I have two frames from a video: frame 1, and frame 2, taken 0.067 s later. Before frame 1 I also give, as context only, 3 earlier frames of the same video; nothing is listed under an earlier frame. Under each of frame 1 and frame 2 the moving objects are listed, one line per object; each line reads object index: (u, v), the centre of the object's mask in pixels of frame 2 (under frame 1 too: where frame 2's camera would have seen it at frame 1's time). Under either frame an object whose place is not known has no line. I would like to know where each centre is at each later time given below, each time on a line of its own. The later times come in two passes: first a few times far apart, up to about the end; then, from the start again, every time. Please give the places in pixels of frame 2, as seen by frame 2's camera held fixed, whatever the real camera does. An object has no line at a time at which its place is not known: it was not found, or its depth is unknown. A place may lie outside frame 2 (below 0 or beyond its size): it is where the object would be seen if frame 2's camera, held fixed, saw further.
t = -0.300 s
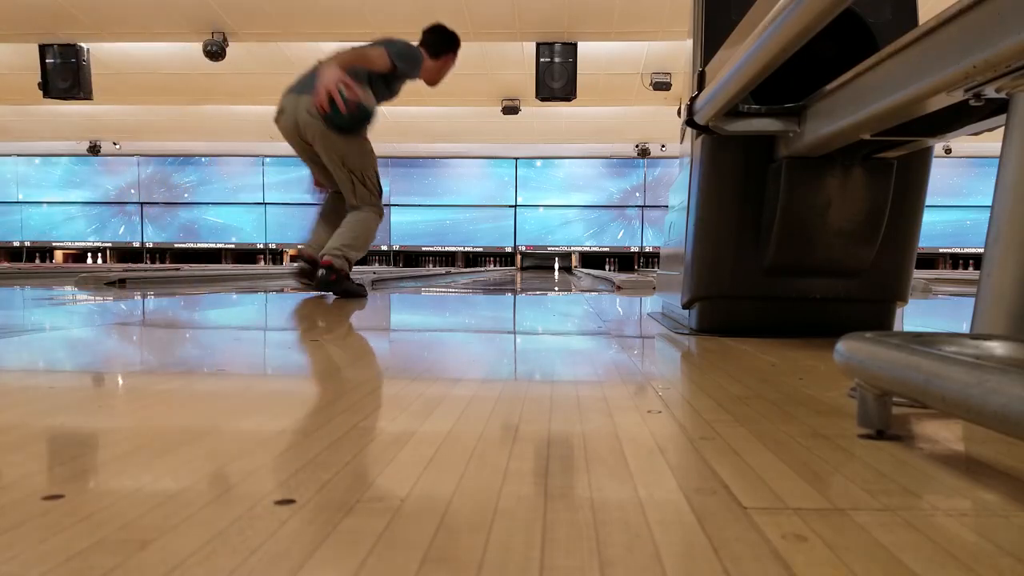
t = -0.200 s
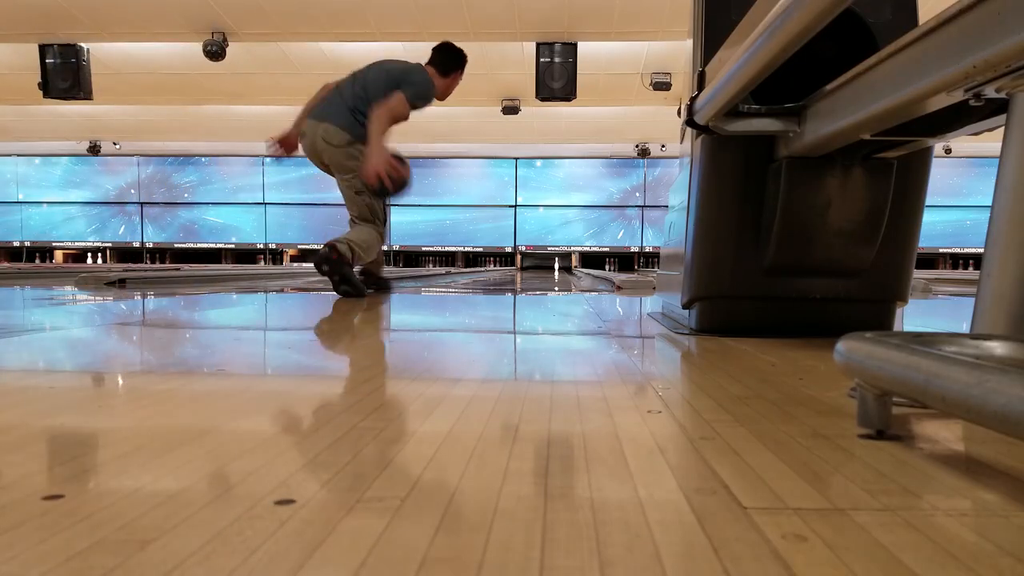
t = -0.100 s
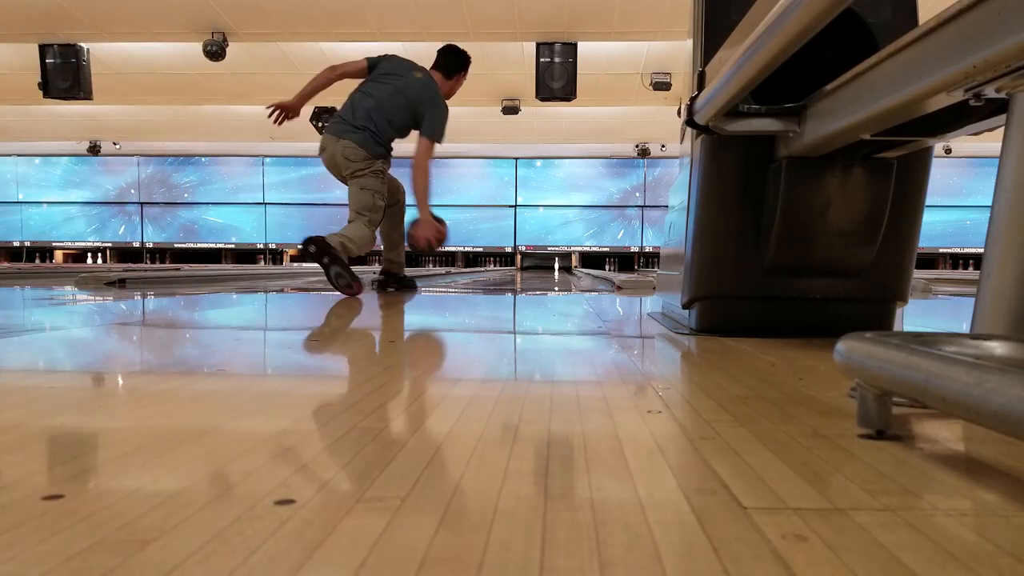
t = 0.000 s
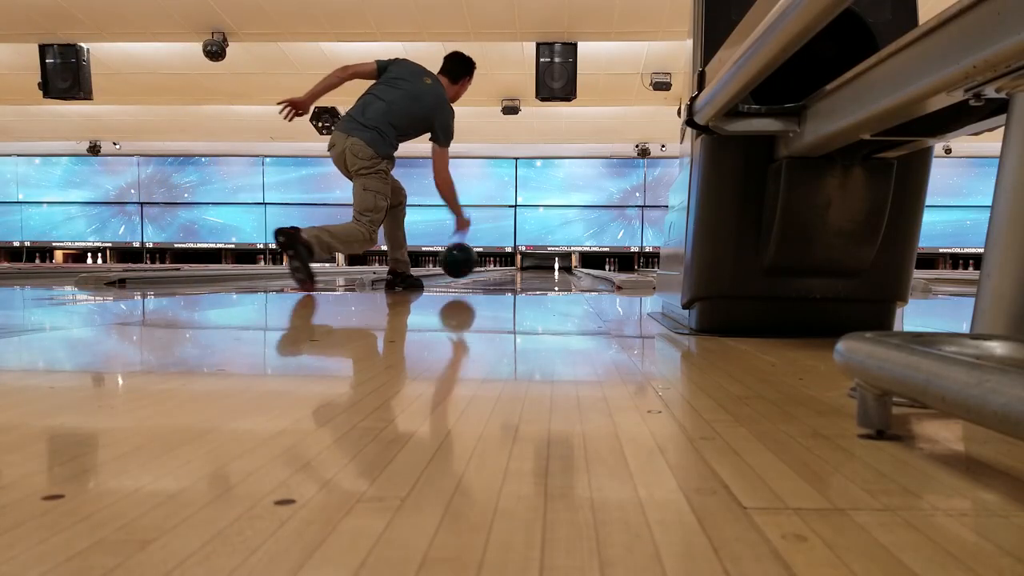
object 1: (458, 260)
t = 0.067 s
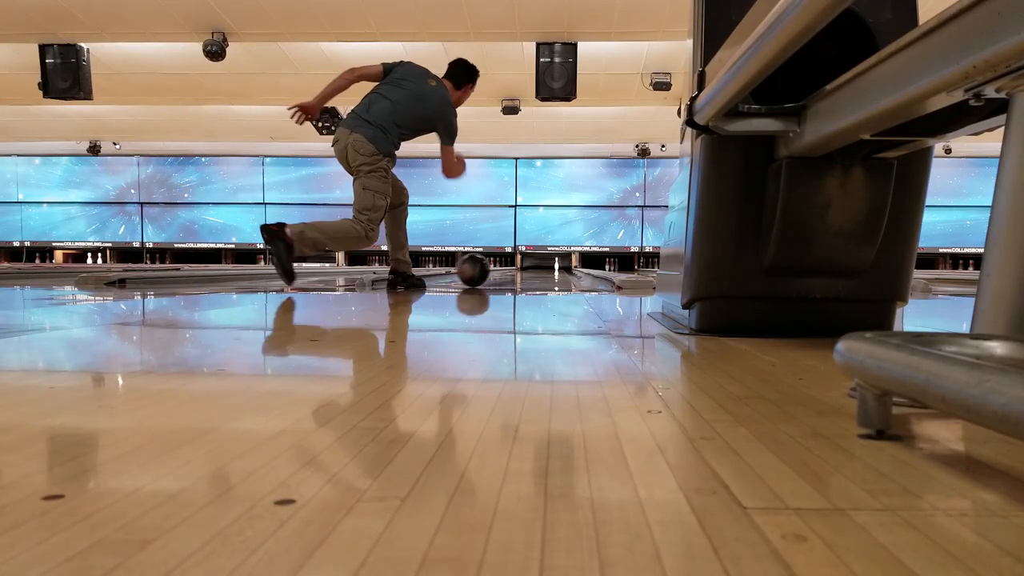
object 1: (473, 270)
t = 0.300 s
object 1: (507, 269)
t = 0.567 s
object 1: (530, 268)
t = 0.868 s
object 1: (545, 268)
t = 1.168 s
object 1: (554, 267)
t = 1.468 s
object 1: (559, 267)
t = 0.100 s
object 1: (479, 269)
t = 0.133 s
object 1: (485, 270)
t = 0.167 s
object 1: (490, 269)
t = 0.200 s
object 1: (495, 269)
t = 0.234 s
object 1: (500, 269)
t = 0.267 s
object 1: (504, 269)
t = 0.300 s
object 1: (507, 269)
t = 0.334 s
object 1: (511, 269)
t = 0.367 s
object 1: (514, 268)
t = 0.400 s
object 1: (518, 268)
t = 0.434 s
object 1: (521, 268)
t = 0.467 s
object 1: (523, 269)
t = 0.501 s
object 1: (526, 268)
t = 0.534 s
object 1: (528, 268)
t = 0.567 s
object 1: (530, 268)
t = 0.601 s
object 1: (532, 268)
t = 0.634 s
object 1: (534, 268)
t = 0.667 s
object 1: (536, 268)
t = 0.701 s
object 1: (538, 268)
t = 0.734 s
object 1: (539, 268)
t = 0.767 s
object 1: (541, 268)
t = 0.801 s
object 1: (542, 268)
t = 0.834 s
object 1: (544, 268)
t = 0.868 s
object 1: (545, 268)
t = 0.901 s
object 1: (546, 268)
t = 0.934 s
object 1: (547, 267)
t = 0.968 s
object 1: (548, 267)
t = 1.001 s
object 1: (550, 267)
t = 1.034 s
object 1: (551, 267)
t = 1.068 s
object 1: (552, 267)
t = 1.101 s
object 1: (552, 267)
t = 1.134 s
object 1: (553, 267)
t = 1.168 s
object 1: (554, 267)
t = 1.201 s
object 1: (555, 267)
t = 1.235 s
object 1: (555, 267)
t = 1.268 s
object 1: (556, 267)
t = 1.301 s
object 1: (557, 267)
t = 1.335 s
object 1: (557, 267)
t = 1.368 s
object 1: (558, 267)
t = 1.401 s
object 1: (558, 267)
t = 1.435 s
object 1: (558, 267)
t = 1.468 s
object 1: (559, 267)
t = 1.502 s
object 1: (559, 267)
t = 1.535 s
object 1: (559, 267)
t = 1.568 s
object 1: (560, 267)
